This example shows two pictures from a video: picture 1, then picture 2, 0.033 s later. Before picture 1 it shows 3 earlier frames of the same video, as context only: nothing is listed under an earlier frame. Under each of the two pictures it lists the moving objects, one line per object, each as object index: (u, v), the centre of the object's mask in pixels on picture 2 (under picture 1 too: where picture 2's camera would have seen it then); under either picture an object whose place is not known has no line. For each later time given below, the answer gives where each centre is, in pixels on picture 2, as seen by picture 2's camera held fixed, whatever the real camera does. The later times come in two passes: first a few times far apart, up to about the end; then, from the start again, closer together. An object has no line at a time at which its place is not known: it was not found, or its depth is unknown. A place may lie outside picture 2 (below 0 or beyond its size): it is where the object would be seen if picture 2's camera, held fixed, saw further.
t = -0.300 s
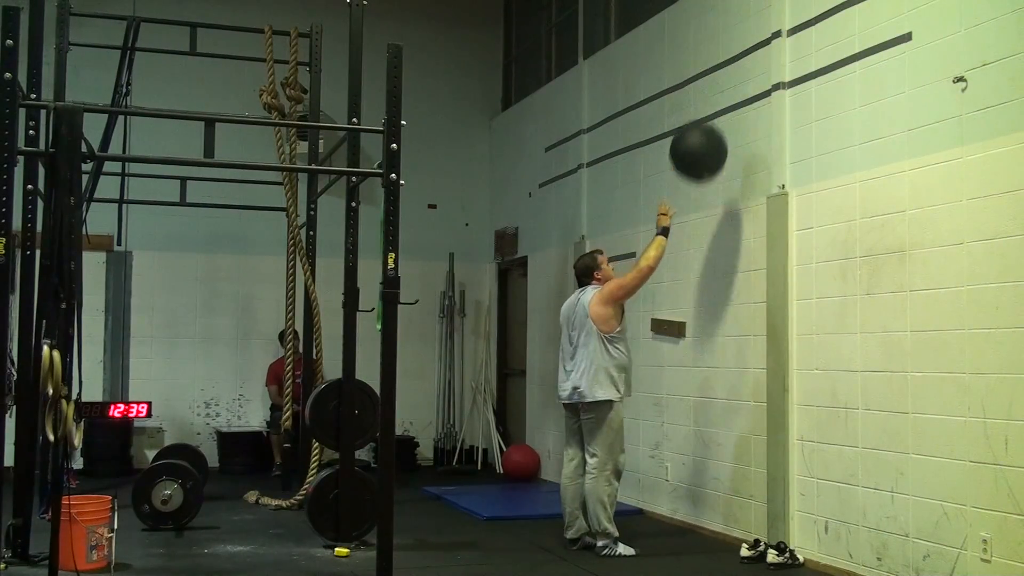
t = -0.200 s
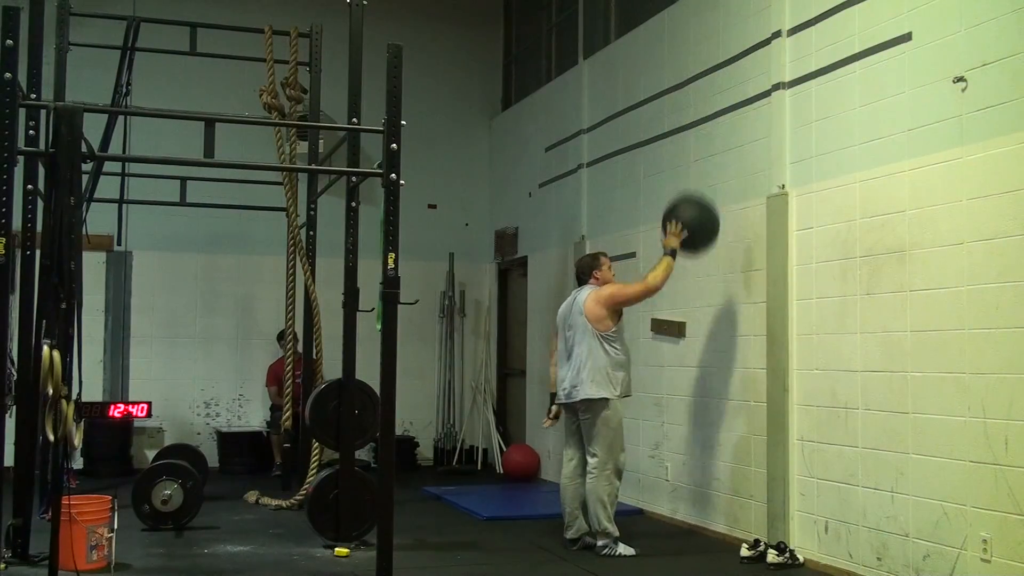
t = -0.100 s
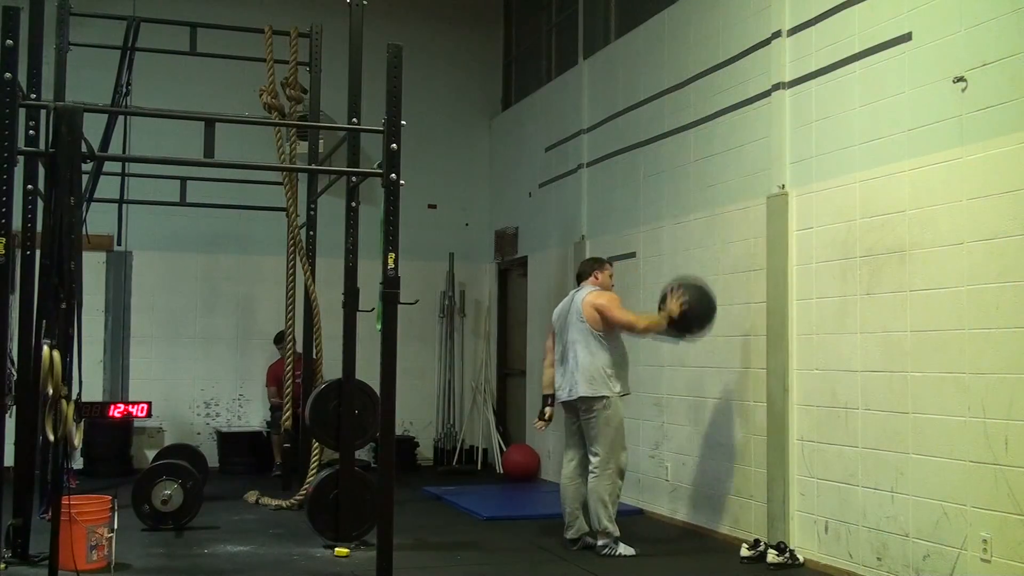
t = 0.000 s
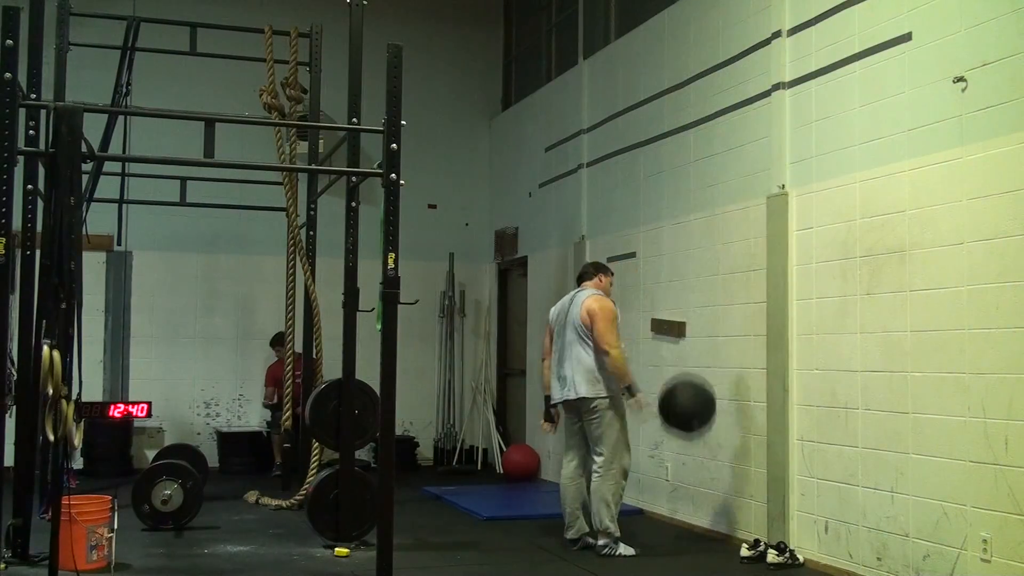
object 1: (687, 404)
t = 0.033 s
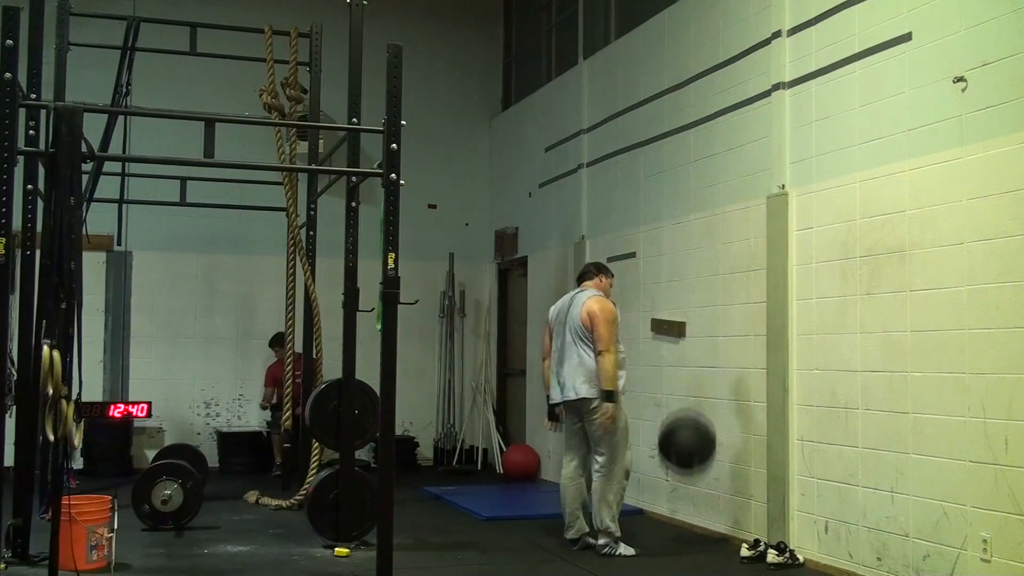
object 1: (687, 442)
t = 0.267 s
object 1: (682, 469)
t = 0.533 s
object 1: (674, 454)
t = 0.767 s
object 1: (667, 522)
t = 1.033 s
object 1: (665, 515)
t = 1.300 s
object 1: (667, 523)
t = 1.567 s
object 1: (670, 522)
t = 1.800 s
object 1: (671, 522)
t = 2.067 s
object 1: (670, 522)
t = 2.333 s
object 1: (670, 522)
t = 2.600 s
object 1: (670, 522)
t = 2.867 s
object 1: (670, 522)
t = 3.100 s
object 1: (670, 522)
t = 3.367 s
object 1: (670, 522)
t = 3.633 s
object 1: (670, 522)
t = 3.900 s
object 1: (670, 522)
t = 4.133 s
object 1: (670, 522)
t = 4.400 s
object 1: (670, 522)
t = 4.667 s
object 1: (670, 522)
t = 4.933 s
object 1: (670, 522)
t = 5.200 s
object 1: (670, 522)
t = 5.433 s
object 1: (670, 522)
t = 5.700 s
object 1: (670, 522)
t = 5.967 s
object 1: (670, 522)
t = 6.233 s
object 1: (670, 522)
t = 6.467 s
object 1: (670, 522)
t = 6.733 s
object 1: (670, 522)
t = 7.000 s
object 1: (670, 522)
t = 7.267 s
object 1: (670, 522)
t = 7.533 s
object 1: (670, 522)
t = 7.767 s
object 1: (670, 522)
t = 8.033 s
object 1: (670, 522)
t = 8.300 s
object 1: (670, 522)
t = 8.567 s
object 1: (670, 522)
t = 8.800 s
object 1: (670, 522)
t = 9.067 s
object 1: (670, 522)
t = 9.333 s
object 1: (670, 522)
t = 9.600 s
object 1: (670, 522)
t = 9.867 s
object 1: (670, 522)
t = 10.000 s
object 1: (670, 522)
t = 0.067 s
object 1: (687, 482)
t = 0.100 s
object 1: (687, 525)
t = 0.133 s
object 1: (686, 519)
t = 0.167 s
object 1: (685, 504)
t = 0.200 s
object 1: (684, 490)
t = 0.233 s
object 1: (683, 479)
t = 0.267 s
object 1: (682, 469)
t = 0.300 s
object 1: (681, 461)
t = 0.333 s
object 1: (680, 455)
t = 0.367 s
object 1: (679, 451)
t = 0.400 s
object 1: (678, 448)
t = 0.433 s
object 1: (677, 447)
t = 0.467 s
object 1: (676, 447)
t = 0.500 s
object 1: (675, 450)
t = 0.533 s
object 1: (674, 454)
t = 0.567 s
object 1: (673, 460)
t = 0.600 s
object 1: (672, 468)
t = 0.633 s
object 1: (671, 477)
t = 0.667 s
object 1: (670, 489)
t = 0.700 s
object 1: (669, 503)
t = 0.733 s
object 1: (668, 518)
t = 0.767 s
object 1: (667, 522)
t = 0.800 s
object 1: (667, 517)
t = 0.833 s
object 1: (667, 511)
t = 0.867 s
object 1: (666, 507)
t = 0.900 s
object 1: (666, 505)
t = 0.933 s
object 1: (666, 505)
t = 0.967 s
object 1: (665, 506)
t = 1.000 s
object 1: (665, 509)
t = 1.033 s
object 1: (665, 515)
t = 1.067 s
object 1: (664, 522)
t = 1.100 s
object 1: (664, 523)
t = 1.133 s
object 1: (665, 520)
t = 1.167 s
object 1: (665, 518)
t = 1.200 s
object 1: (666, 517)
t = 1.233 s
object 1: (666, 518)
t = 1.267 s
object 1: (667, 521)
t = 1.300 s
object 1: (667, 523)
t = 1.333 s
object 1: (667, 522)
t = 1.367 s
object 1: (668, 521)
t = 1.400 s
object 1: (668, 521)
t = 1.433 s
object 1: (669, 522)
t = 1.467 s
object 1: (669, 523)
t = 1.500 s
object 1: (670, 522)
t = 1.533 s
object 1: (670, 522)
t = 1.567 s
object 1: (670, 522)
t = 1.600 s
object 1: (671, 522)
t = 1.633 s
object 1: (671, 522)
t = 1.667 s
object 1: (671, 522)
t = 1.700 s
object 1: (671, 522)
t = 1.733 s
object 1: (671, 522)
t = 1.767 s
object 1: (671, 522)
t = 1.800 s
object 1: (671, 522)
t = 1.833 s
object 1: (670, 522)
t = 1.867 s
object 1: (670, 522)
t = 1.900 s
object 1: (670, 522)
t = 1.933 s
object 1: (670, 522)
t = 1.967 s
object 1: (670, 522)
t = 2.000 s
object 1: (670, 522)
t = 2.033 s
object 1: (670, 522)
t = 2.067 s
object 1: (670, 522)
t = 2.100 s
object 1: (670, 522)
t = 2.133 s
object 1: (670, 522)
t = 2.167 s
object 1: (670, 522)
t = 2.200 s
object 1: (670, 522)
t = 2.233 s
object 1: (670, 522)
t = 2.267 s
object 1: (670, 522)
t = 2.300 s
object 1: (670, 522)
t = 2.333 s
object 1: (670, 522)
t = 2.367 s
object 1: (670, 522)
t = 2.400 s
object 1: (670, 522)
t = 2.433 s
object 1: (670, 522)
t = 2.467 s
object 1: (670, 522)
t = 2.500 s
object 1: (670, 522)
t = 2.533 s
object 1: (670, 522)
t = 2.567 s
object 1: (670, 522)
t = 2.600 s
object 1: (670, 522)
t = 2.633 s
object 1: (670, 522)
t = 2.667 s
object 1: (670, 522)
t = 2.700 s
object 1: (670, 522)
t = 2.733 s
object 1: (670, 522)
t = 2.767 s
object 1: (670, 522)
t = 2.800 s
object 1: (670, 522)
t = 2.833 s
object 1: (670, 522)
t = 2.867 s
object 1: (670, 522)
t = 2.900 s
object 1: (670, 522)
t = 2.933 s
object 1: (670, 522)
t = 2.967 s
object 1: (670, 522)
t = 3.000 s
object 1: (670, 522)
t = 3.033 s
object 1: (670, 522)
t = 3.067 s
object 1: (670, 522)
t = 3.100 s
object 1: (670, 522)
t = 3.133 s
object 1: (670, 522)
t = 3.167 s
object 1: (670, 522)
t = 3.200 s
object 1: (670, 522)
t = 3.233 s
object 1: (670, 522)
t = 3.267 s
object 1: (670, 522)
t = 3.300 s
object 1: (670, 522)
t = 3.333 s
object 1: (670, 522)
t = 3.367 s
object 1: (670, 522)
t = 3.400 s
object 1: (670, 522)
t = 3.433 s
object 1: (670, 522)
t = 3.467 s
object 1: (670, 522)
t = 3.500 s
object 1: (670, 522)
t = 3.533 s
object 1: (670, 522)
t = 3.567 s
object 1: (670, 522)
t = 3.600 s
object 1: (670, 522)
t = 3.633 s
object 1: (670, 522)
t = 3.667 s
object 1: (670, 522)
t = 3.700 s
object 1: (670, 522)
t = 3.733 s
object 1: (670, 522)
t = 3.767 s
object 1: (670, 522)
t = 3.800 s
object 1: (670, 522)
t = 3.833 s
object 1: (670, 522)
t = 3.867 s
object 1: (670, 522)
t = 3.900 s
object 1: (670, 522)
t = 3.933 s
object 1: (670, 522)
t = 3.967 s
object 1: (670, 522)
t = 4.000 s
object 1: (670, 522)
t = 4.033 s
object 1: (670, 522)
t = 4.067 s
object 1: (670, 522)
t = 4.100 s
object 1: (670, 522)
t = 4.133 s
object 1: (670, 522)
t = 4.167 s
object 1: (670, 522)
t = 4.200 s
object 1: (670, 522)
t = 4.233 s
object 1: (670, 522)
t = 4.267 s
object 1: (670, 522)
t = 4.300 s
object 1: (670, 522)
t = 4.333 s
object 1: (670, 522)
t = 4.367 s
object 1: (670, 522)
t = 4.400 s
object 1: (670, 522)
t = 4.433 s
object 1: (670, 522)
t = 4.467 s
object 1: (670, 522)
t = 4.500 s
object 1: (670, 522)
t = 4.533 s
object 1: (670, 522)
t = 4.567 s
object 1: (670, 522)
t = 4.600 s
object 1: (670, 522)
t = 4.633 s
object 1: (670, 522)
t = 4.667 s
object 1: (670, 522)
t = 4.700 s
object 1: (670, 522)
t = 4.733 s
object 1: (670, 522)
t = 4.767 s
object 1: (670, 522)
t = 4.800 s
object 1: (670, 522)
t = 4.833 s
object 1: (670, 522)
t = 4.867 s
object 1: (670, 522)
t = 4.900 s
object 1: (670, 522)
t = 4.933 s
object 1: (670, 522)
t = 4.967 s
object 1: (670, 522)
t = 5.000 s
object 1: (670, 522)
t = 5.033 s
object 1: (670, 522)
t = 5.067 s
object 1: (670, 522)
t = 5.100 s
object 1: (670, 522)
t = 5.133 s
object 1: (670, 522)
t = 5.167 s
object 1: (670, 522)
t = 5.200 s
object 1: (670, 522)
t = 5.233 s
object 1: (670, 522)
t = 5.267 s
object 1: (670, 522)
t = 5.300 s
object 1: (670, 522)
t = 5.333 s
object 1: (670, 522)
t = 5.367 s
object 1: (670, 522)
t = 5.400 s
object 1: (670, 522)
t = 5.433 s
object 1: (670, 522)
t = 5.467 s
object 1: (670, 522)
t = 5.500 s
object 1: (670, 522)
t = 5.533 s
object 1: (670, 522)
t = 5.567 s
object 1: (670, 522)
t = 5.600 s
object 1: (670, 522)
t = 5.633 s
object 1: (670, 522)
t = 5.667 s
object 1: (670, 522)
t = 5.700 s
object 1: (670, 522)
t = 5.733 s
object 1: (670, 522)
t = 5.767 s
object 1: (670, 522)
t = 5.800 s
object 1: (670, 522)
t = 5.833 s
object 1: (670, 522)
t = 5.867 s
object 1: (670, 522)
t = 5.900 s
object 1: (670, 522)
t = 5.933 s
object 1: (670, 522)
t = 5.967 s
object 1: (670, 522)
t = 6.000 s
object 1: (670, 522)
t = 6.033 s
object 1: (670, 522)
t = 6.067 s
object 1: (670, 522)
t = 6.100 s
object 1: (670, 522)
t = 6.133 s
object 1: (670, 522)
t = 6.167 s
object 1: (670, 522)
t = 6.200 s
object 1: (670, 522)
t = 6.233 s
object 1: (670, 522)
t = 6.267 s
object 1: (670, 522)
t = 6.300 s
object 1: (670, 522)
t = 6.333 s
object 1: (670, 522)
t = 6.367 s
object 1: (670, 522)
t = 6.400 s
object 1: (670, 522)
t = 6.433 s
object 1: (670, 522)
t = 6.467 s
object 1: (670, 522)
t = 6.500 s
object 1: (670, 522)
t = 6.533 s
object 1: (670, 522)
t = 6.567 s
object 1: (670, 522)
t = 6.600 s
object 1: (670, 522)
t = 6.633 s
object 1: (670, 522)
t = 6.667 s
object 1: (670, 522)
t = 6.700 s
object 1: (670, 522)
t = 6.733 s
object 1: (670, 522)
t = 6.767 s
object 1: (670, 522)
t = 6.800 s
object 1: (670, 522)
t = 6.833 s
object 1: (670, 522)
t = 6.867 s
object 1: (670, 522)
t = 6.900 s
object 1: (670, 522)
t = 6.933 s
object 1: (670, 522)
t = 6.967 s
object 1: (670, 522)
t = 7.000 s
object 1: (670, 522)
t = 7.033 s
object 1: (670, 522)
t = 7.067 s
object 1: (670, 522)
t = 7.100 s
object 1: (670, 522)
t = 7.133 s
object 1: (670, 522)
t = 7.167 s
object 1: (670, 522)
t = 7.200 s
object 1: (670, 522)
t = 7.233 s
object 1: (670, 522)
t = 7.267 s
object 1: (670, 522)
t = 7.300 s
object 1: (670, 522)
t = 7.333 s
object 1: (670, 522)
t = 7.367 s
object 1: (670, 522)
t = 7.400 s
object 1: (670, 522)
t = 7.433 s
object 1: (670, 522)
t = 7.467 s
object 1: (670, 522)
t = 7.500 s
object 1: (670, 522)
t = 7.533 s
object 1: (670, 522)
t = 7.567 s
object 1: (670, 522)
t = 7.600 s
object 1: (670, 522)
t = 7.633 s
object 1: (670, 522)
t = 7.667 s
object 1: (670, 522)
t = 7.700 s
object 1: (670, 522)
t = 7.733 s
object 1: (670, 522)
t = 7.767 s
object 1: (670, 522)
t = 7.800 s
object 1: (670, 522)
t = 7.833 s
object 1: (670, 522)
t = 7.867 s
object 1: (670, 522)
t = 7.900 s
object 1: (670, 522)
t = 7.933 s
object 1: (670, 522)
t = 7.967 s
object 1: (670, 522)
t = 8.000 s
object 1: (670, 522)
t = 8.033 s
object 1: (670, 522)
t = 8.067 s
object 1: (670, 522)
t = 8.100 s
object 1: (670, 522)
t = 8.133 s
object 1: (670, 522)
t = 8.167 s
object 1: (670, 522)
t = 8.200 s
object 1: (670, 522)
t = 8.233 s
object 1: (670, 522)
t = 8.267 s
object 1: (670, 522)
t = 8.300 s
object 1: (670, 522)
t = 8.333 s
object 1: (670, 522)
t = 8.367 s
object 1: (670, 522)
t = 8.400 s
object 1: (670, 522)
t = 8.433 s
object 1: (670, 522)
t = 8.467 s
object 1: (670, 522)
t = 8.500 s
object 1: (670, 522)
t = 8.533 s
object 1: (670, 522)
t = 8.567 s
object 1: (670, 522)
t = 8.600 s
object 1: (670, 522)
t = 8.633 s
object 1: (670, 522)
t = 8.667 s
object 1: (670, 522)
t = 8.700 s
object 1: (670, 522)
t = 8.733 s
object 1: (670, 522)
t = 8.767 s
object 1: (670, 522)
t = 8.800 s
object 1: (670, 522)
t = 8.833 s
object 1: (670, 522)
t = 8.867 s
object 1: (670, 522)
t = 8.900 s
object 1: (670, 522)
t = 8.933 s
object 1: (670, 522)
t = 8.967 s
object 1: (670, 522)
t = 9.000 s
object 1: (670, 522)
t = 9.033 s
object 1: (670, 522)
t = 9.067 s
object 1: (670, 522)
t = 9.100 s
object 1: (670, 522)
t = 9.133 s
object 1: (670, 522)
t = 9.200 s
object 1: (670, 522)
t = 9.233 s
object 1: (670, 522)
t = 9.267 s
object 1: (670, 522)
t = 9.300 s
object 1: (670, 522)
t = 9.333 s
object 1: (670, 522)
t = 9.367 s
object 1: (670, 522)
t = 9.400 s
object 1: (670, 522)
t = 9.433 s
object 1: (670, 522)
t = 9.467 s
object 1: (670, 522)
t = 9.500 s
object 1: (670, 522)
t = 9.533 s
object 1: (670, 522)
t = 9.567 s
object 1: (670, 522)
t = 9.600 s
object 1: (670, 522)
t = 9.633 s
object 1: (670, 522)
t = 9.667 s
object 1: (670, 522)
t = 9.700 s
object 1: (670, 522)
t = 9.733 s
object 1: (670, 522)
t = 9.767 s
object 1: (670, 522)
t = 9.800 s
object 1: (670, 522)
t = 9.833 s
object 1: (670, 522)
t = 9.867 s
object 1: (670, 522)
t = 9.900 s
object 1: (670, 522)
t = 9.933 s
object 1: (670, 522)
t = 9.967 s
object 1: (670, 522)
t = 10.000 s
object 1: (670, 522)
